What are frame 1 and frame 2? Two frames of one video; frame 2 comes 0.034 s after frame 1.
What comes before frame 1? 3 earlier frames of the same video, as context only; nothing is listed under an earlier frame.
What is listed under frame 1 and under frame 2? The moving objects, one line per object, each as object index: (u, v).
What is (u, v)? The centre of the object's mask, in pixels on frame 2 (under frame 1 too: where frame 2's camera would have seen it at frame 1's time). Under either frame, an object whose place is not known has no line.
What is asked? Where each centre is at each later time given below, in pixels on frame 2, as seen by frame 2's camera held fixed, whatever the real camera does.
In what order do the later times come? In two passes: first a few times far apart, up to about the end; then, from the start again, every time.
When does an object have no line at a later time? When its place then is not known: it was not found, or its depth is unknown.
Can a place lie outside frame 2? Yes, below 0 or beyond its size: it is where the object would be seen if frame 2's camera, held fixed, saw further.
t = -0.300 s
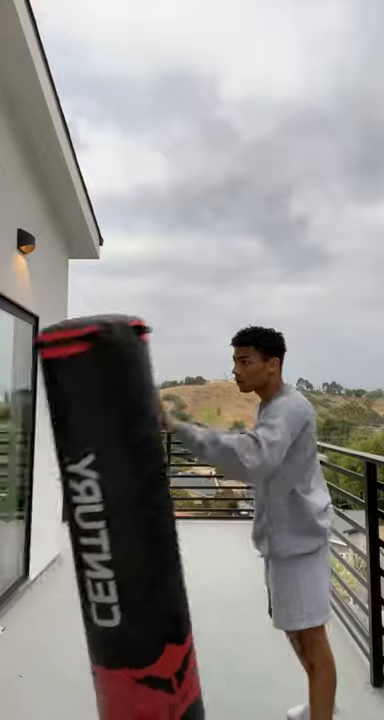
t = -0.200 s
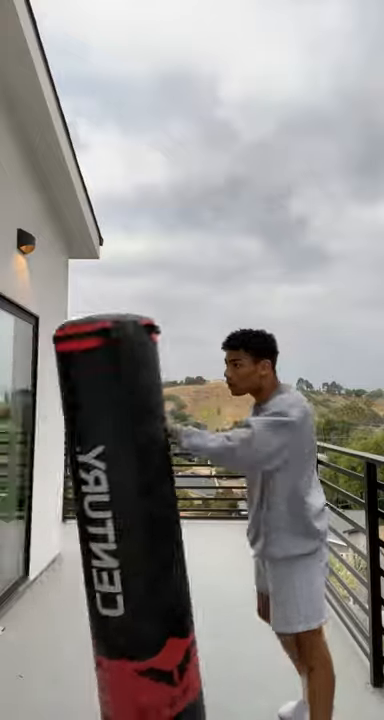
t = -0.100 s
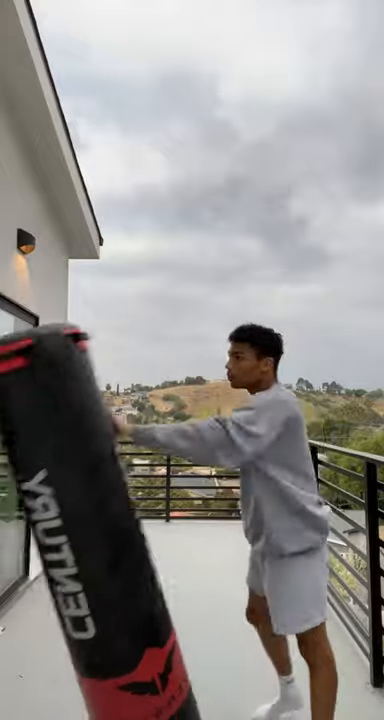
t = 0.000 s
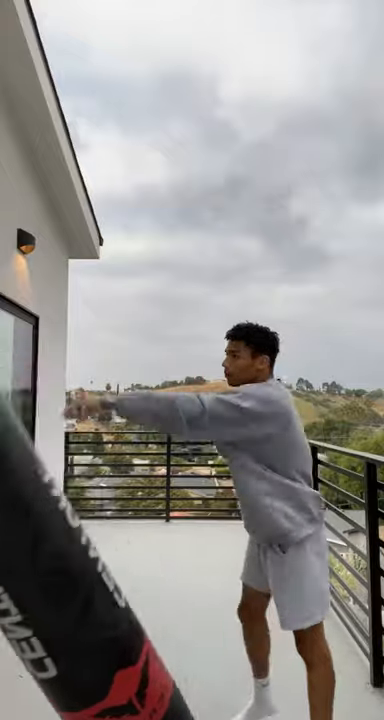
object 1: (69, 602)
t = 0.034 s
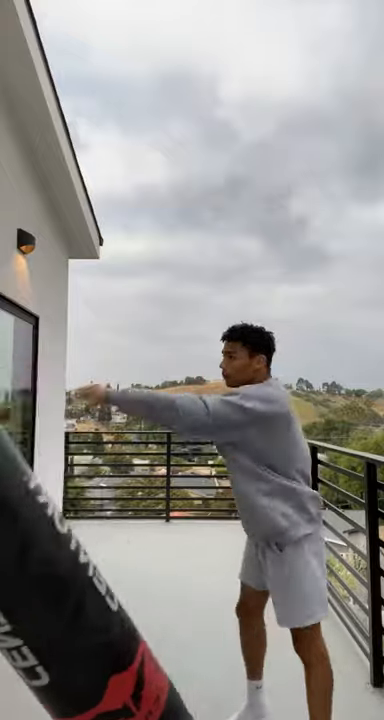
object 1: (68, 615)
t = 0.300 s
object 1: (74, 562)
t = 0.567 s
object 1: (184, 524)
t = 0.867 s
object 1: (210, 536)
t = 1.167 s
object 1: (167, 522)
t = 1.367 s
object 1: (148, 517)
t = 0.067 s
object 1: (68, 622)
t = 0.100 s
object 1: (67, 624)
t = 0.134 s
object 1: (67, 623)
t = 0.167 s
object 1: (67, 619)
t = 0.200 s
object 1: (68, 612)
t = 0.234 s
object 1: (69, 600)
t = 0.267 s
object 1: (71, 583)
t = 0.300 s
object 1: (74, 562)
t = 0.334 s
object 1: (81, 542)
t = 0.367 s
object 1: (92, 526)
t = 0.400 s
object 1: (109, 519)
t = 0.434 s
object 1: (127, 518)
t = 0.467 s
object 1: (144, 519)
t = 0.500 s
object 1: (159, 520)
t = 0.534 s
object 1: (172, 522)
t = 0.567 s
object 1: (184, 524)
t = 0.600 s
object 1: (194, 527)
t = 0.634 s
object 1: (202, 530)
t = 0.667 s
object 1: (208, 532)
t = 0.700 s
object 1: (213, 535)
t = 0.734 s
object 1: (215, 537)
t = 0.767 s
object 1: (216, 538)
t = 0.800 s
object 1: (215, 539)
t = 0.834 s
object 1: (213, 537)
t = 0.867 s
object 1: (210, 536)
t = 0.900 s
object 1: (207, 534)
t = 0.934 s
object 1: (202, 533)
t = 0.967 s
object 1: (197, 531)
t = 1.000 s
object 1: (192, 530)
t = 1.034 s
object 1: (187, 527)
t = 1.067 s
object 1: (181, 526)
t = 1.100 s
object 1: (176, 525)
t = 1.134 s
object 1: (171, 524)
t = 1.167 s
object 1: (167, 522)
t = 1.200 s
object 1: (162, 521)
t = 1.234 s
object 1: (158, 520)
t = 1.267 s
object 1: (154, 519)
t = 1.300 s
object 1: (151, 519)
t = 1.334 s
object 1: (149, 518)
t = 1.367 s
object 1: (148, 517)
